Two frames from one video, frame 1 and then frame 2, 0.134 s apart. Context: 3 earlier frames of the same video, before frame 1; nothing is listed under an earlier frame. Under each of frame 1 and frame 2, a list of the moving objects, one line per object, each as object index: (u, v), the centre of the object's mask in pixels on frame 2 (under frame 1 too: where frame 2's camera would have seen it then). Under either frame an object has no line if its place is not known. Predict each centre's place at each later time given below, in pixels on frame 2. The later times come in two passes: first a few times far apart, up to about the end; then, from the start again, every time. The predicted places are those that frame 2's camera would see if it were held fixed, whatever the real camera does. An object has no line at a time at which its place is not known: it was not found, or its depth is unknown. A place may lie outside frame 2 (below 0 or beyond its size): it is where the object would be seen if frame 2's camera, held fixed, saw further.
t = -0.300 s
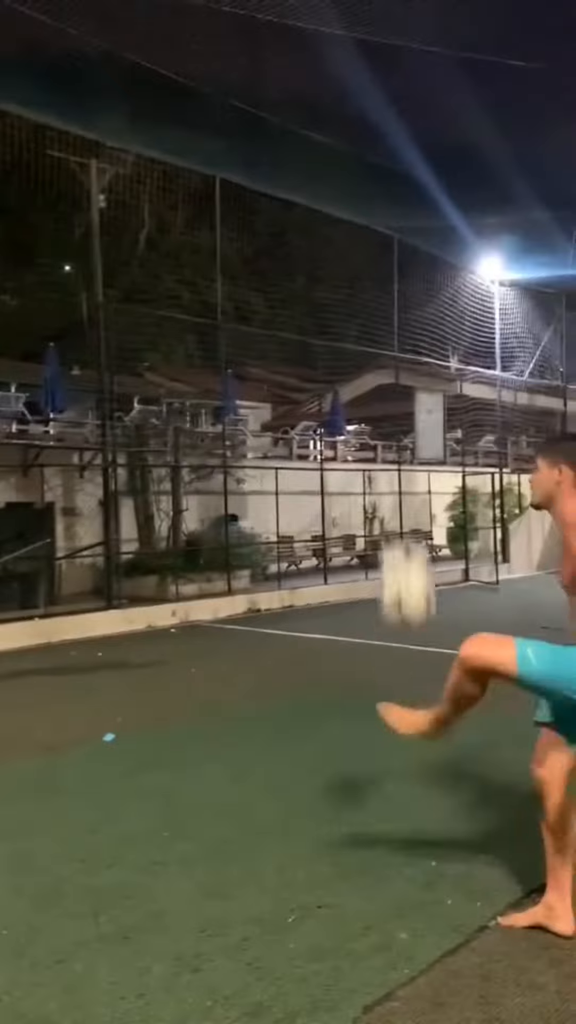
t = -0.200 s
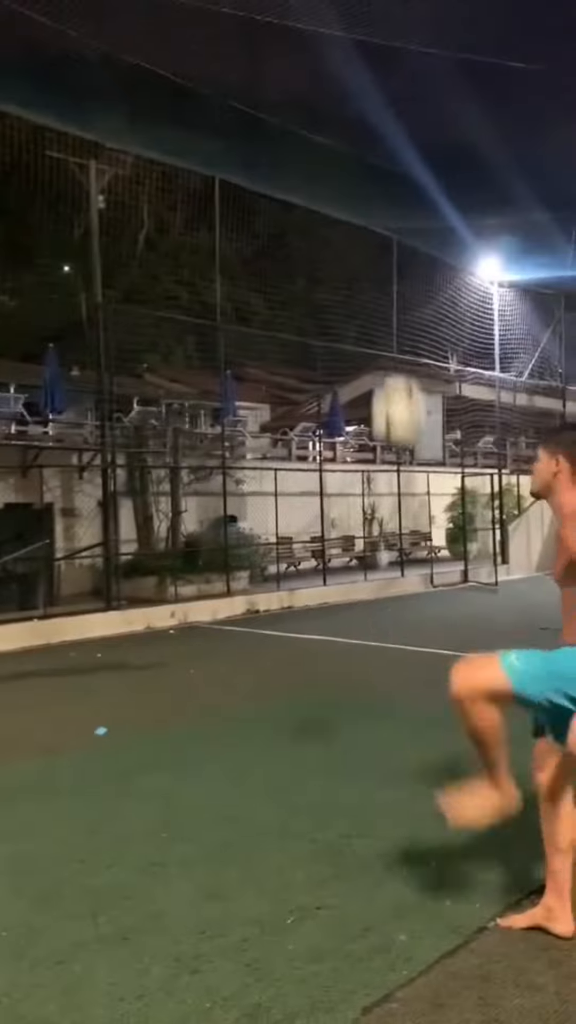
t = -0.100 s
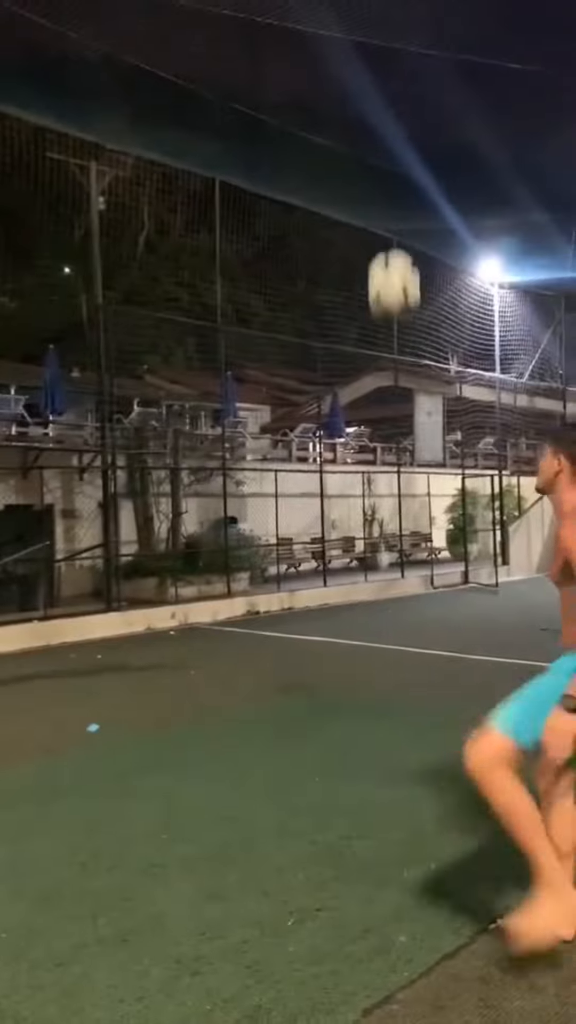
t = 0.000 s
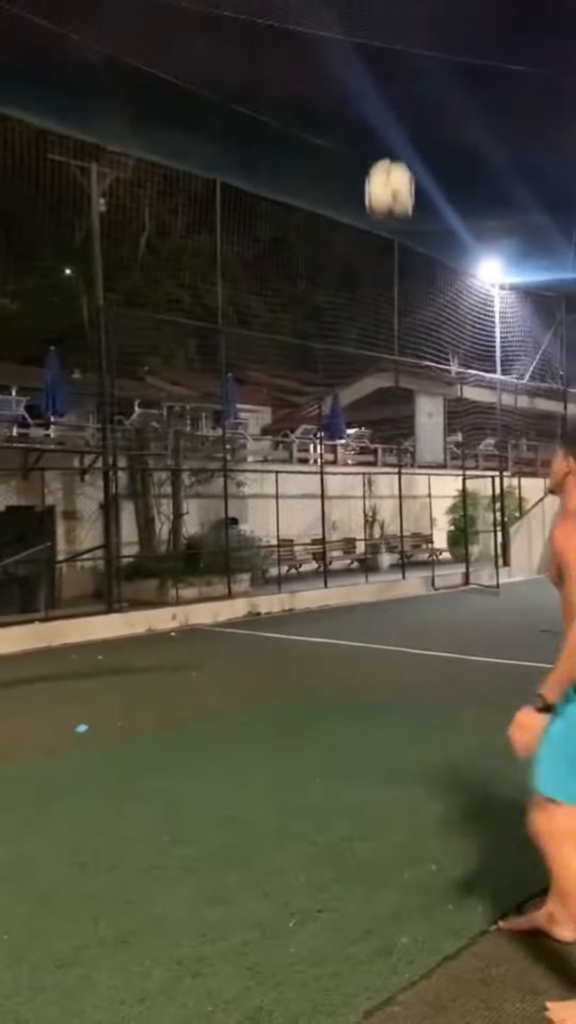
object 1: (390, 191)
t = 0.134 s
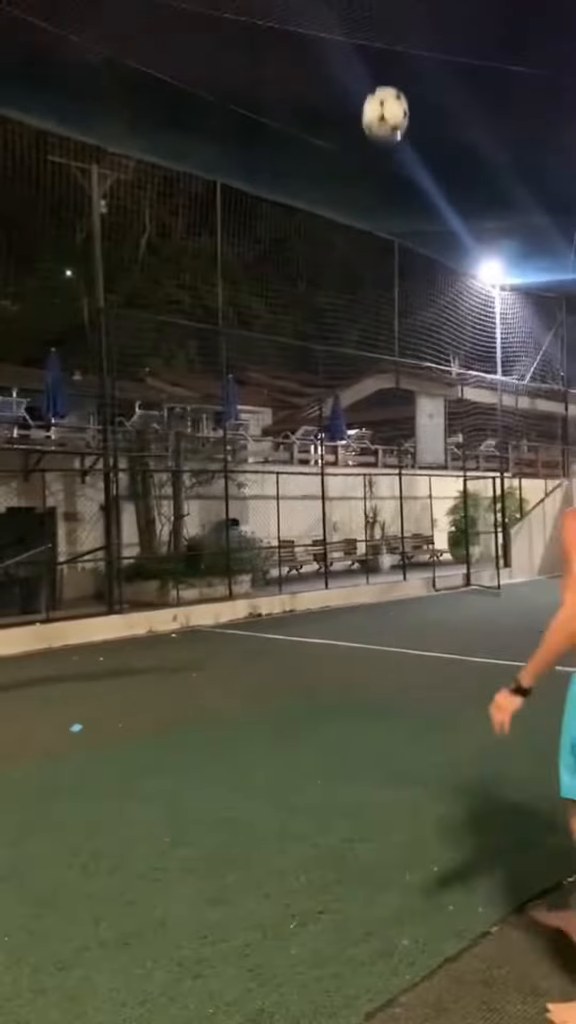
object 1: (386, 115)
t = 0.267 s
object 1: (382, 81)
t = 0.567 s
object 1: (378, 130)
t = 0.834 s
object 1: (379, 282)
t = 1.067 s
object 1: (372, 477)
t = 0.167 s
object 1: (384, 102)
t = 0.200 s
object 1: (383, 93)
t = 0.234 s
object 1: (383, 86)
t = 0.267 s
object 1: (382, 81)
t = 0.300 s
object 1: (381, 78)
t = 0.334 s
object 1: (381, 78)
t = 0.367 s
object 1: (380, 80)
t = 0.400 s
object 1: (380, 83)
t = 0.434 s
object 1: (379, 89)
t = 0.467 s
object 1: (379, 96)
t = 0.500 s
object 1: (379, 106)
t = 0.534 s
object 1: (379, 117)
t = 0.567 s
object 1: (378, 130)
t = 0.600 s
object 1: (378, 144)
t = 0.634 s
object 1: (378, 160)
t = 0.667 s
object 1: (378, 177)
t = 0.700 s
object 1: (378, 195)
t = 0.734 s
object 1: (378, 215)
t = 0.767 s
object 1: (379, 236)
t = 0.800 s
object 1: (379, 259)
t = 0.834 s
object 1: (379, 282)
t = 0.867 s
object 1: (379, 307)
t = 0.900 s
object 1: (379, 333)
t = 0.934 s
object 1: (379, 359)
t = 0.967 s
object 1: (380, 389)
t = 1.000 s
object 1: (379, 419)
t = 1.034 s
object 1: (374, 448)
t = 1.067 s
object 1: (372, 477)
